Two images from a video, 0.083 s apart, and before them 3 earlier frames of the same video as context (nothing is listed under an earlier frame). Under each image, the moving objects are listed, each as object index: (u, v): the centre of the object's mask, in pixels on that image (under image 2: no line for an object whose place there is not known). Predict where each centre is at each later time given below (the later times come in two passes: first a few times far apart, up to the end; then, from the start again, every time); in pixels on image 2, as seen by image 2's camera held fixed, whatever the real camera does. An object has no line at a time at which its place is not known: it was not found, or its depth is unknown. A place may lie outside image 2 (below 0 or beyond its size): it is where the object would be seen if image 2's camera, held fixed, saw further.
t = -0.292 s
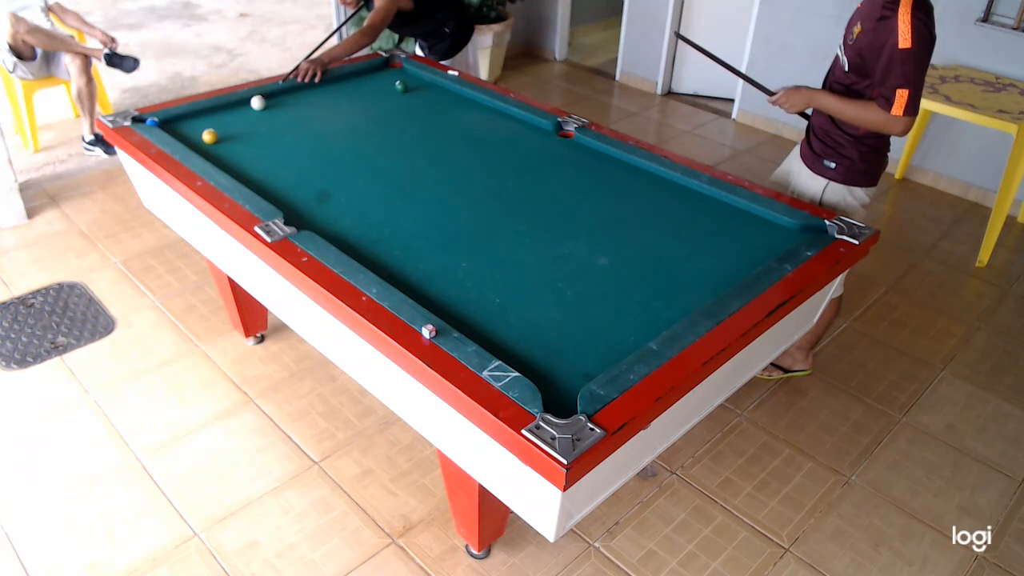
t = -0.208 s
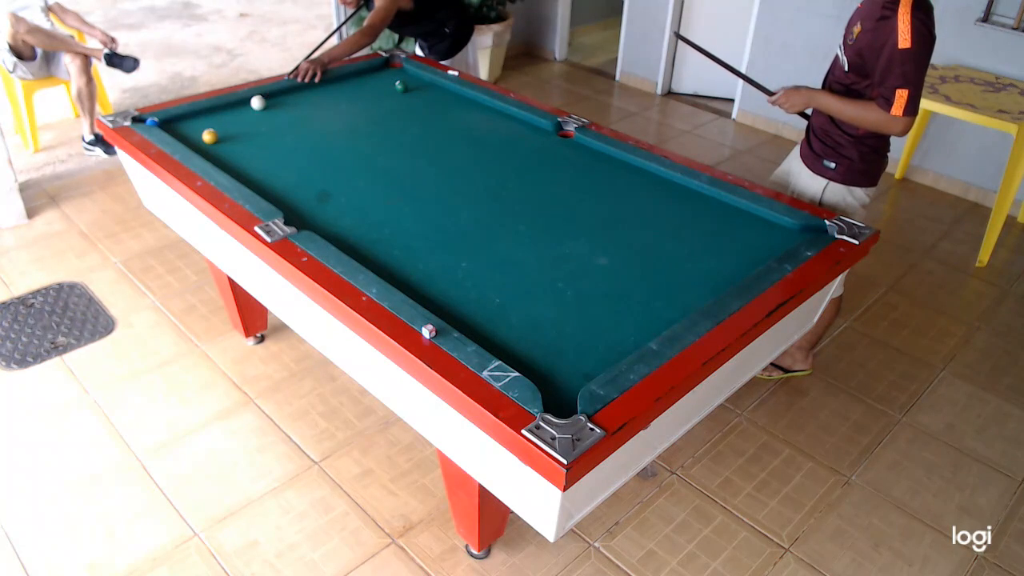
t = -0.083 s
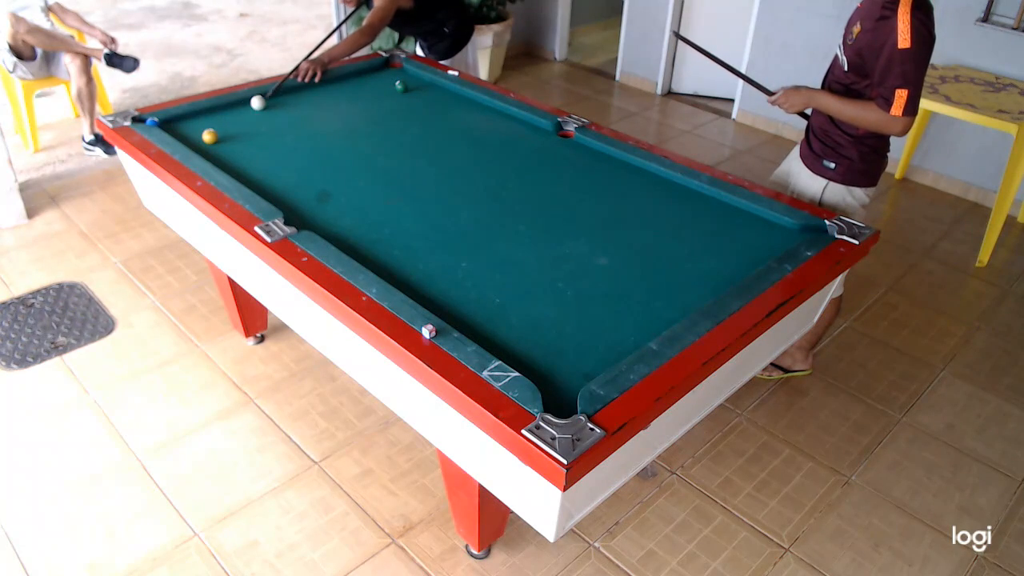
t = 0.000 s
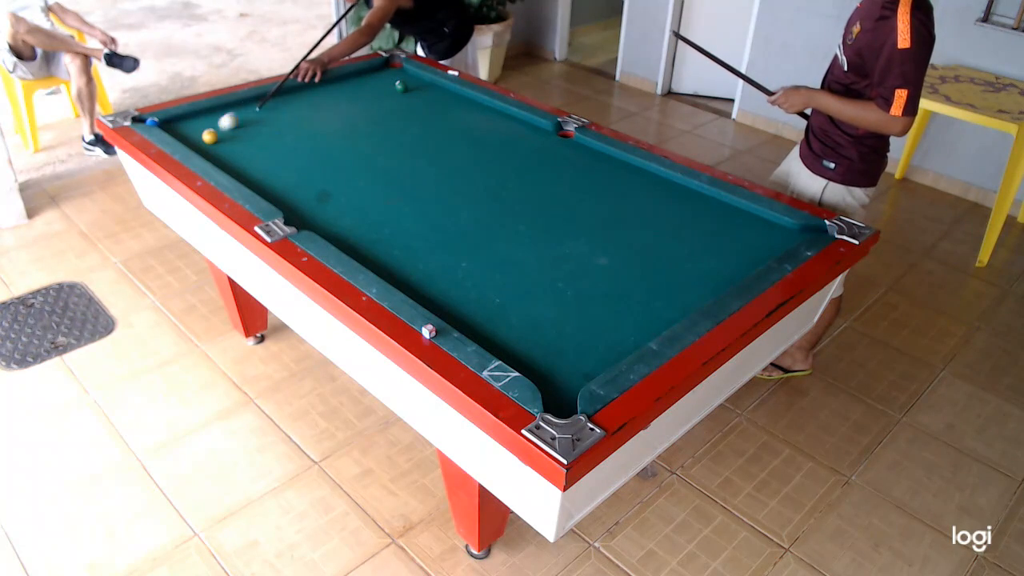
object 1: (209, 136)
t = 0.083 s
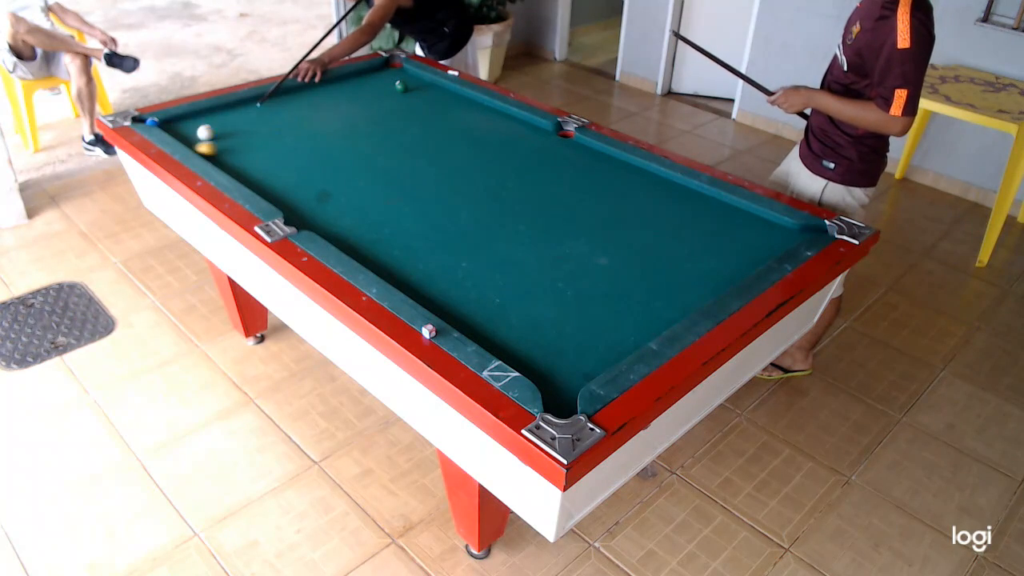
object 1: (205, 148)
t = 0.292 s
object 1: (319, 140)
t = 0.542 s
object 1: (437, 130)
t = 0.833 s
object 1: (522, 128)
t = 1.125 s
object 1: (492, 150)
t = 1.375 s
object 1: (465, 171)
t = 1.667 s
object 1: (432, 196)
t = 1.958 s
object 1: (395, 223)
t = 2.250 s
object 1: (357, 251)
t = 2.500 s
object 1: (384, 249)
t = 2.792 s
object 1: (420, 242)
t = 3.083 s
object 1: (452, 235)
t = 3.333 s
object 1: (475, 230)
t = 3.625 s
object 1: (500, 225)
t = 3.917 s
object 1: (520, 221)
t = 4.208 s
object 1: (536, 217)
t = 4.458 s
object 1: (548, 215)
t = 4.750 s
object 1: (559, 213)
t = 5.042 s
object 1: (567, 211)
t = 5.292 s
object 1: (571, 210)
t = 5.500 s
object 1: (572, 210)
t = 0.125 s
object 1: (231, 147)
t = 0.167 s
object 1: (255, 145)
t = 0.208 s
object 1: (277, 143)
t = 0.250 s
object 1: (298, 142)
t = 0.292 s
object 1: (319, 140)
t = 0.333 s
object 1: (340, 138)
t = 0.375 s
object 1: (360, 137)
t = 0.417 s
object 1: (380, 135)
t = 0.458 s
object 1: (399, 133)
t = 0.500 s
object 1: (419, 132)
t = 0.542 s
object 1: (437, 130)
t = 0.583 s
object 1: (456, 128)
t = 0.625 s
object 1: (474, 127)
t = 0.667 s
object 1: (492, 125)
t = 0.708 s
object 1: (509, 124)
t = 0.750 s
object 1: (527, 122)
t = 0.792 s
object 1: (528, 124)
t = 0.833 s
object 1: (522, 128)
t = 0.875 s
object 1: (517, 131)
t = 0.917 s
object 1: (513, 134)
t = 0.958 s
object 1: (508, 137)
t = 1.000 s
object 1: (504, 140)
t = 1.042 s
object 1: (500, 144)
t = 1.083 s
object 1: (496, 147)
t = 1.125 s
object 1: (492, 150)
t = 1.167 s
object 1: (487, 153)
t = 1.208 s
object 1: (483, 157)
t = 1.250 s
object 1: (478, 160)
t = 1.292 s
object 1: (474, 163)
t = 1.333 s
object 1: (469, 167)
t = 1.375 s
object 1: (465, 171)
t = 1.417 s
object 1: (460, 174)
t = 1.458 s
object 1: (456, 178)
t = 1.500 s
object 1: (451, 181)
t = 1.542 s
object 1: (446, 185)
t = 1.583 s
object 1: (441, 189)
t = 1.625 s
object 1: (436, 192)
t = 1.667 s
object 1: (432, 196)
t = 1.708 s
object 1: (426, 200)
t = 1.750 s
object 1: (421, 204)
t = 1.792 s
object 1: (416, 208)
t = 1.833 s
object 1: (411, 211)
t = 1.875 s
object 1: (406, 215)
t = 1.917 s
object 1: (400, 220)
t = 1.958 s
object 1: (395, 223)
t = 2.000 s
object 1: (390, 228)
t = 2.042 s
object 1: (384, 232)
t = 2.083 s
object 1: (379, 236)
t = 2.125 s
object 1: (374, 240)
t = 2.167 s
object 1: (368, 244)
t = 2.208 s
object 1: (362, 248)
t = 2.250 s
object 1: (357, 251)
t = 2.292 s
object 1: (355, 253)
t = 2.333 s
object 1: (360, 253)
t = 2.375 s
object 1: (366, 252)
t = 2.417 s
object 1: (372, 251)
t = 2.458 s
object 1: (378, 250)
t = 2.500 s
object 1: (384, 249)
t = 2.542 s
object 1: (389, 248)
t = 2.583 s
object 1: (394, 247)
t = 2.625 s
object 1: (399, 246)
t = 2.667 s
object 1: (405, 245)
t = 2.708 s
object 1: (410, 244)
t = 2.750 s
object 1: (415, 243)
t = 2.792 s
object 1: (420, 242)
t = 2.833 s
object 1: (425, 241)
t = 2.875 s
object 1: (430, 240)
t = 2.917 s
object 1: (434, 239)
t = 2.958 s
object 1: (439, 238)
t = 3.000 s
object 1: (443, 237)
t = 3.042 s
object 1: (447, 236)
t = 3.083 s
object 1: (452, 235)
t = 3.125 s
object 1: (456, 234)
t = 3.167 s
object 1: (460, 233)
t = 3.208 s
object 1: (464, 232)
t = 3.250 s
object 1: (468, 232)
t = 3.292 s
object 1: (472, 231)
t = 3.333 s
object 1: (475, 230)
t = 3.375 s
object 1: (479, 229)
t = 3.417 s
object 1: (483, 229)
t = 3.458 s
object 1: (486, 228)
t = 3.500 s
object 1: (490, 227)
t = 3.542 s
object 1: (493, 227)
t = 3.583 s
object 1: (496, 226)
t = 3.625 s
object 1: (500, 225)
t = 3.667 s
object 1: (503, 225)
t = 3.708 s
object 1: (506, 224)
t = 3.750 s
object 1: (509, 223)
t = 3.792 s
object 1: (511, 223)
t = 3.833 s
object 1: (514, 222)
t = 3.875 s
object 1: (517, 222)
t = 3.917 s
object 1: (520, 221)
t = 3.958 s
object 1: (522, 220)
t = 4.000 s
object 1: (525, 220)
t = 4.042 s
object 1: (527, 219)
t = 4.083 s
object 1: (529, 219)
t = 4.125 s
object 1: (532, 218)
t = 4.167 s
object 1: (534, 218)
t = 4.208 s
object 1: (536, 217)
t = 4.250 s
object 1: (538, 217)
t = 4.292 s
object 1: (540, 216)
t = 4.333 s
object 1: (543, 216)
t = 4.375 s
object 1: (544, 216)
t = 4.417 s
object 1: (546, 215)
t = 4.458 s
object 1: (548, 215)
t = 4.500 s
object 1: (550, 215)
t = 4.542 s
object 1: (551, 214)
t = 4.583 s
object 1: (553, 214)
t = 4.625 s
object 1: (554, 214)
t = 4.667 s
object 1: (556, 213)
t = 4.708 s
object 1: (557, 213)
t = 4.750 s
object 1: (559, 213)
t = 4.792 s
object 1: (560, 212)
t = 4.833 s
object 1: (561, 212)
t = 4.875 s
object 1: (562, 212)
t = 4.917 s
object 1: (563, 212)
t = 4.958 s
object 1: (564, 211)
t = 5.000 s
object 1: (565, 211)
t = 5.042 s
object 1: (567, 211)
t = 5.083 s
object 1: (567, 211)
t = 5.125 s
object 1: (568, 211)
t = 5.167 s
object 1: (569, 210)
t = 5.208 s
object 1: (570, 210)
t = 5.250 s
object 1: (570, 210)
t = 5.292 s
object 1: (571, 210)
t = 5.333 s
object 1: (571, 210)
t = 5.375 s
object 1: (571, 210)
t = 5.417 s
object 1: (572, 210)
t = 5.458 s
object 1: (572, 210)
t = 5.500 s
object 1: (572, 210)
